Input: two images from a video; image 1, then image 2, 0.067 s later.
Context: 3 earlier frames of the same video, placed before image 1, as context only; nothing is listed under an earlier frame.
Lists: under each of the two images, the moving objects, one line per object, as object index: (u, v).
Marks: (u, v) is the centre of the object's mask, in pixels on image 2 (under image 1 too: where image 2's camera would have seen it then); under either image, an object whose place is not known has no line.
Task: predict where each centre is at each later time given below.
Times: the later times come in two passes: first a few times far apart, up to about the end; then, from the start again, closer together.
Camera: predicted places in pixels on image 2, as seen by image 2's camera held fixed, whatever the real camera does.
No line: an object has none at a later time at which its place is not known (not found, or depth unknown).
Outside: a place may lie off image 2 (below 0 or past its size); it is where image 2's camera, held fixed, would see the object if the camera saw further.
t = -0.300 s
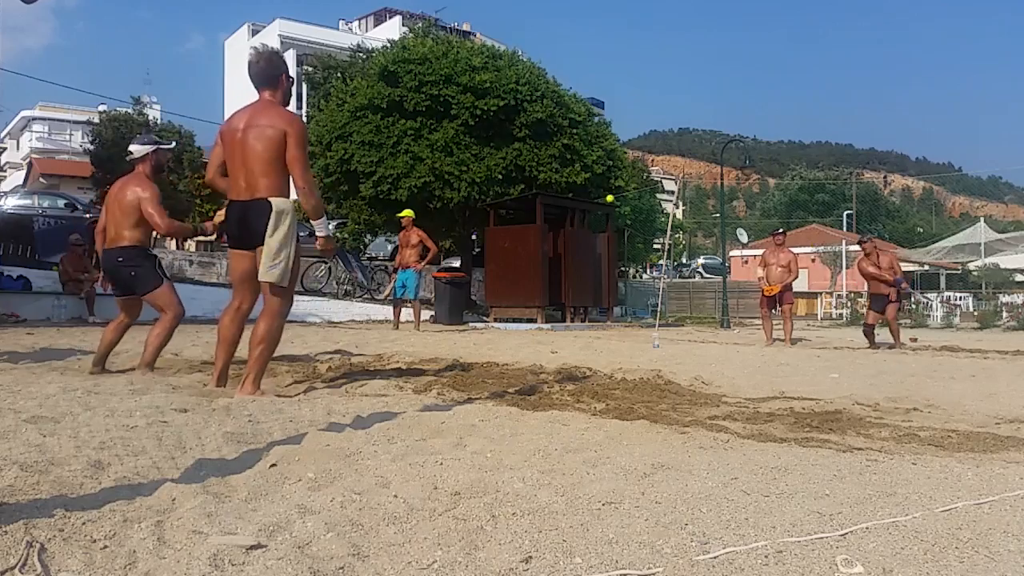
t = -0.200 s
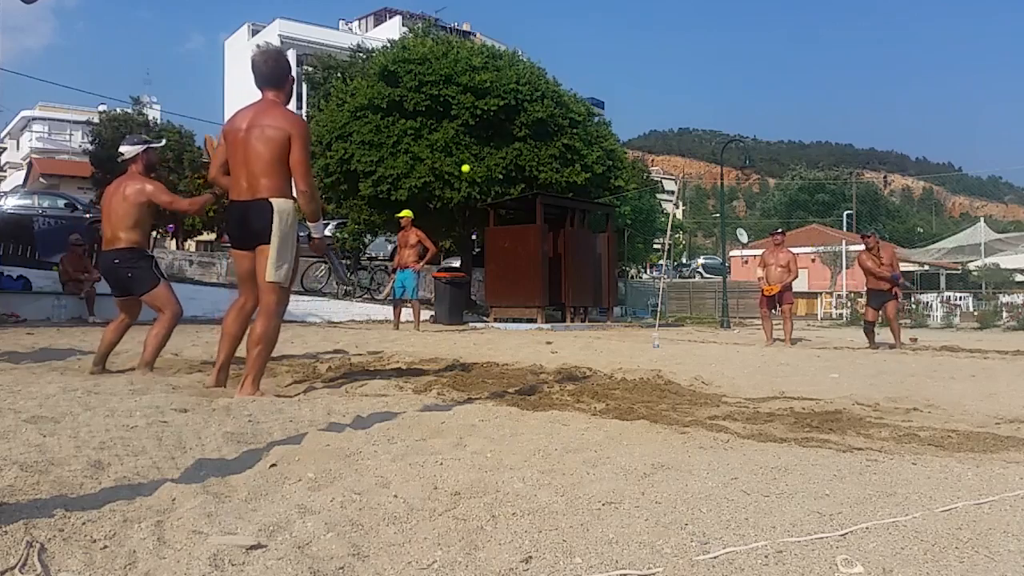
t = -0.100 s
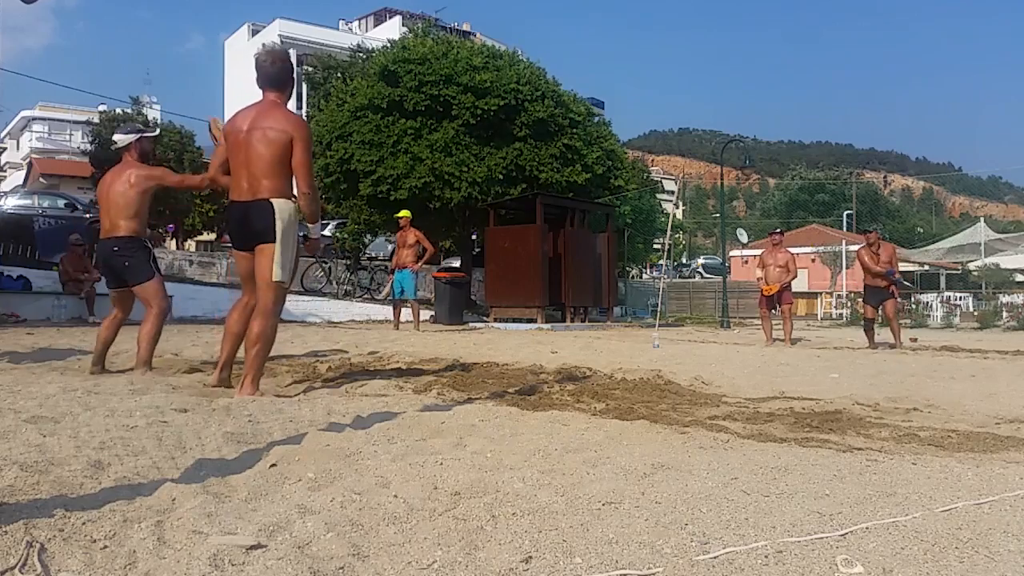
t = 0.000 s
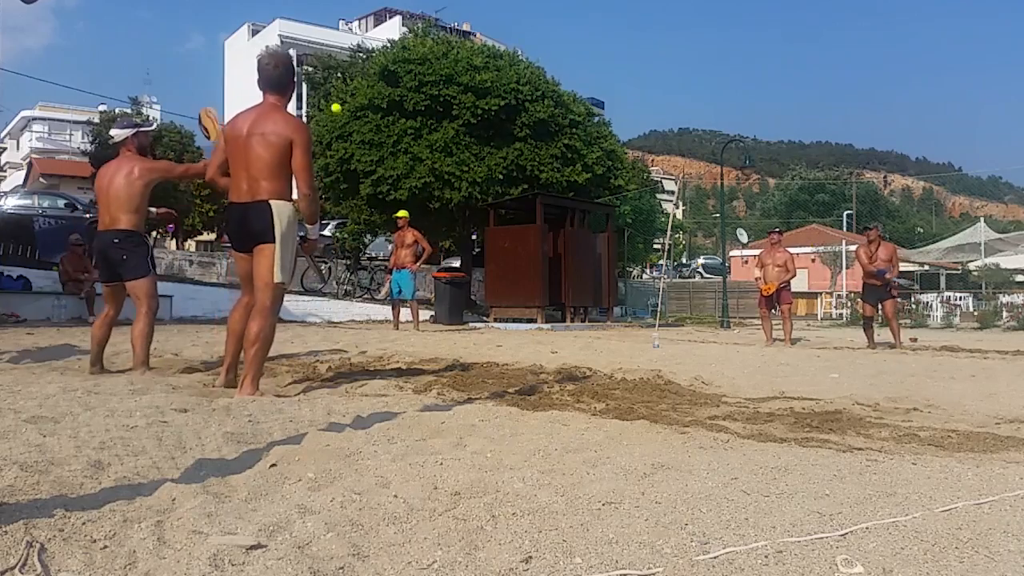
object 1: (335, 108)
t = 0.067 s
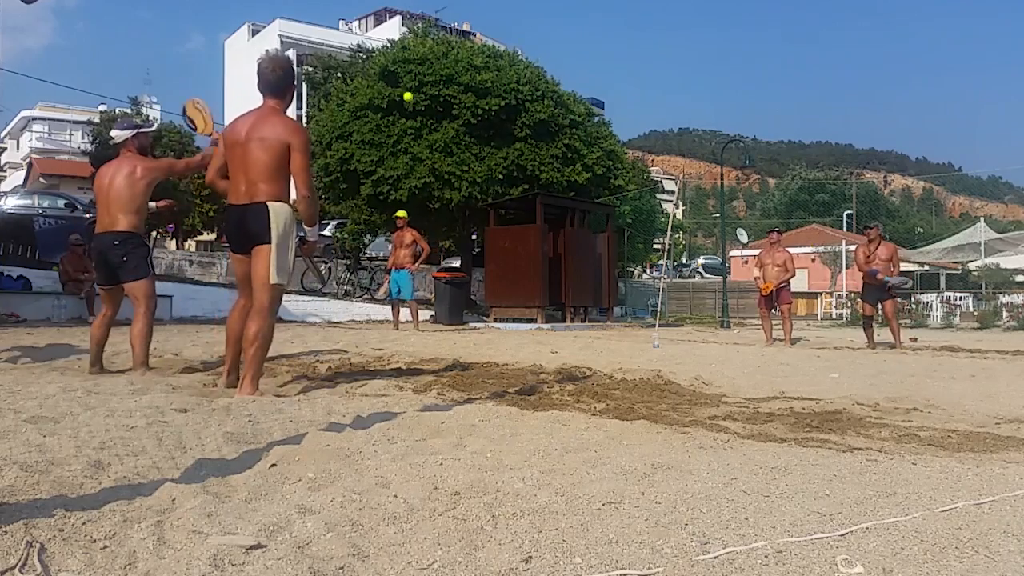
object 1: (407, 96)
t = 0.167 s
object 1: (498, 90)
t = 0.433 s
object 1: (677, 123)
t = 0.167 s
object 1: (498, 90)
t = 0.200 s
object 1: (525, 91)
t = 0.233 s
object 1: (550, 92)
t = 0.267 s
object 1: (574, 95)
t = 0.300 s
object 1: (597, 99)
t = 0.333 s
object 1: (618, 103)
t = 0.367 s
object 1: (639, 109)
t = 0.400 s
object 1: (658, 115)
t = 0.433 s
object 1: (677, 123)
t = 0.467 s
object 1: (694, 130)
